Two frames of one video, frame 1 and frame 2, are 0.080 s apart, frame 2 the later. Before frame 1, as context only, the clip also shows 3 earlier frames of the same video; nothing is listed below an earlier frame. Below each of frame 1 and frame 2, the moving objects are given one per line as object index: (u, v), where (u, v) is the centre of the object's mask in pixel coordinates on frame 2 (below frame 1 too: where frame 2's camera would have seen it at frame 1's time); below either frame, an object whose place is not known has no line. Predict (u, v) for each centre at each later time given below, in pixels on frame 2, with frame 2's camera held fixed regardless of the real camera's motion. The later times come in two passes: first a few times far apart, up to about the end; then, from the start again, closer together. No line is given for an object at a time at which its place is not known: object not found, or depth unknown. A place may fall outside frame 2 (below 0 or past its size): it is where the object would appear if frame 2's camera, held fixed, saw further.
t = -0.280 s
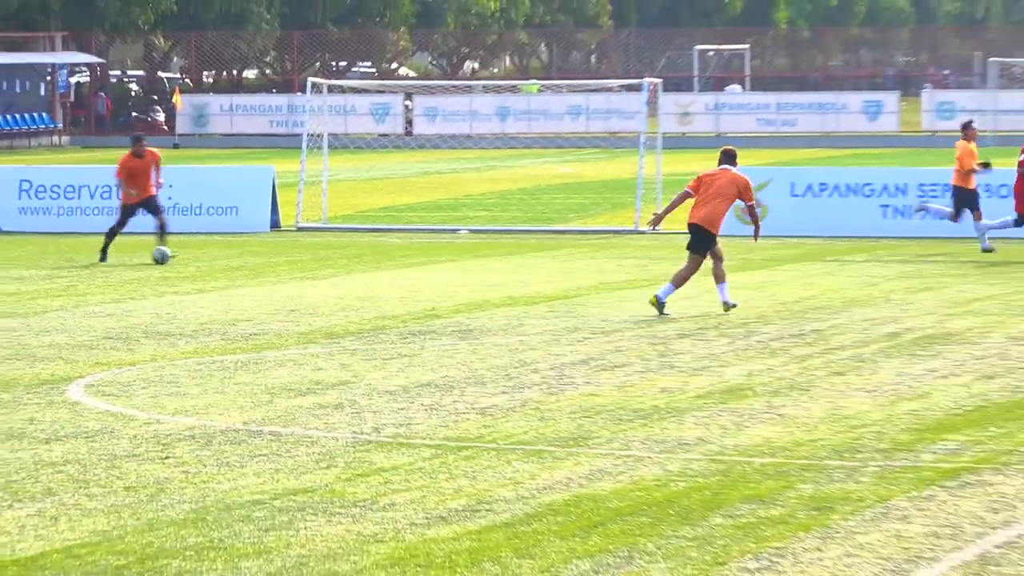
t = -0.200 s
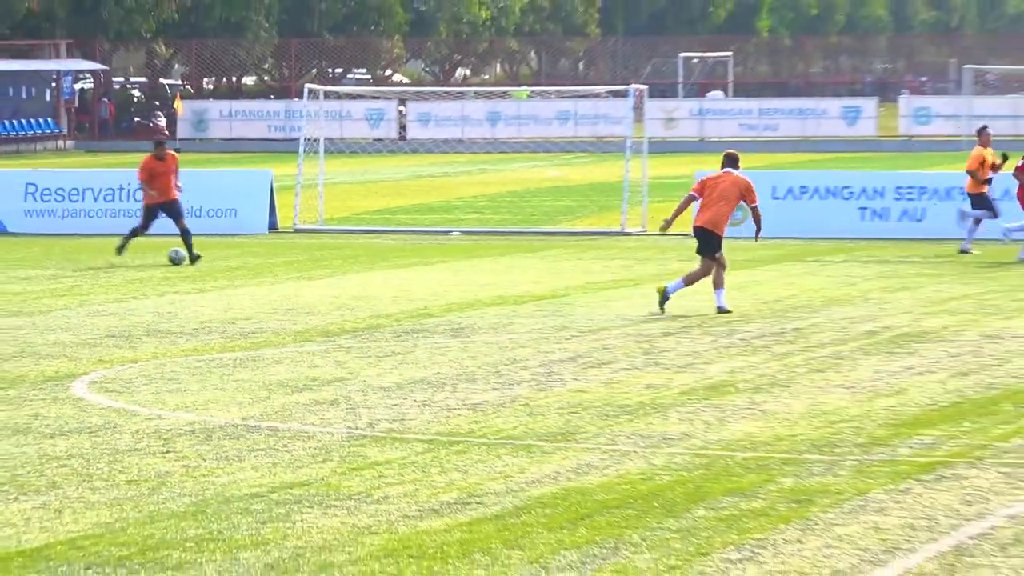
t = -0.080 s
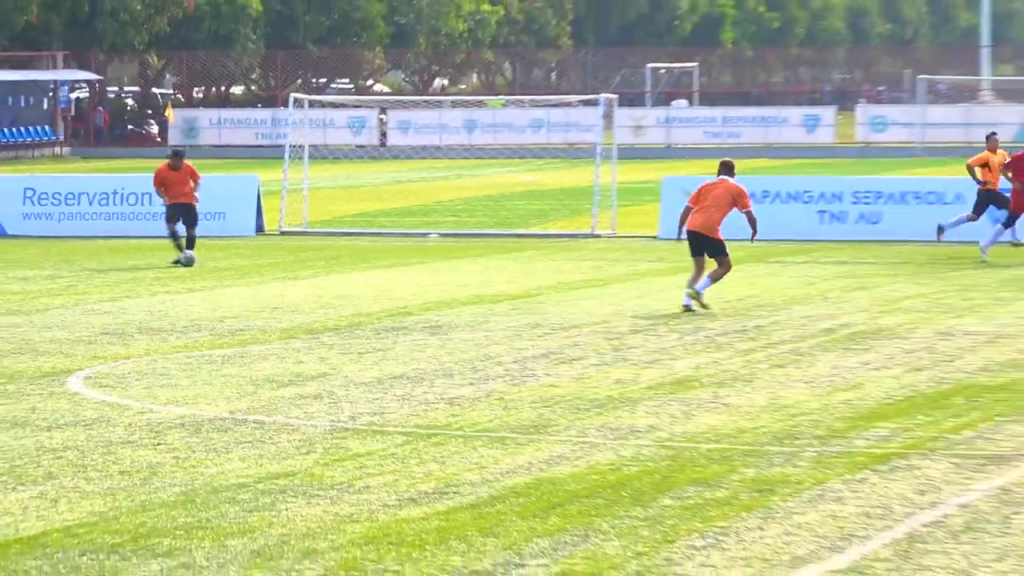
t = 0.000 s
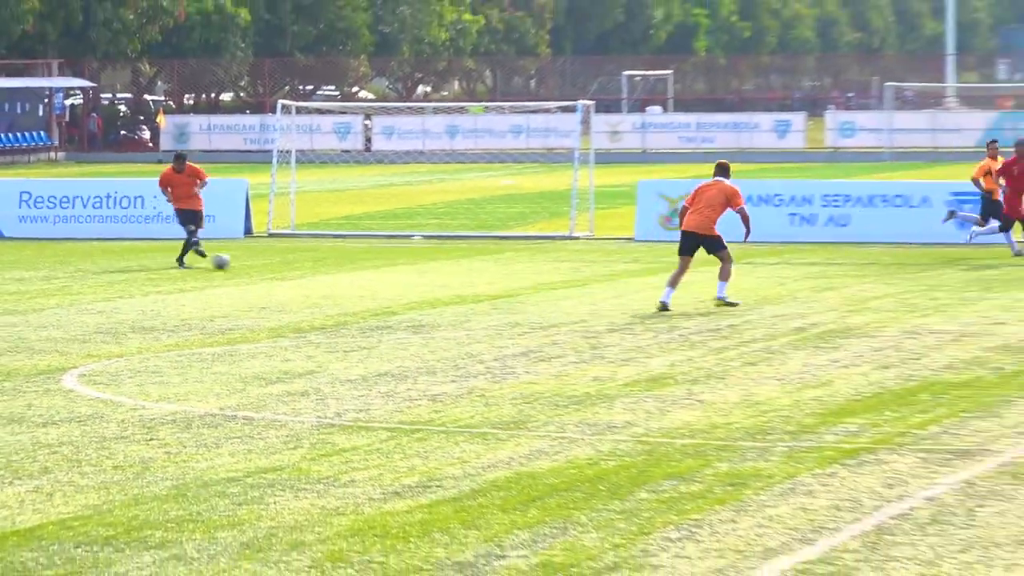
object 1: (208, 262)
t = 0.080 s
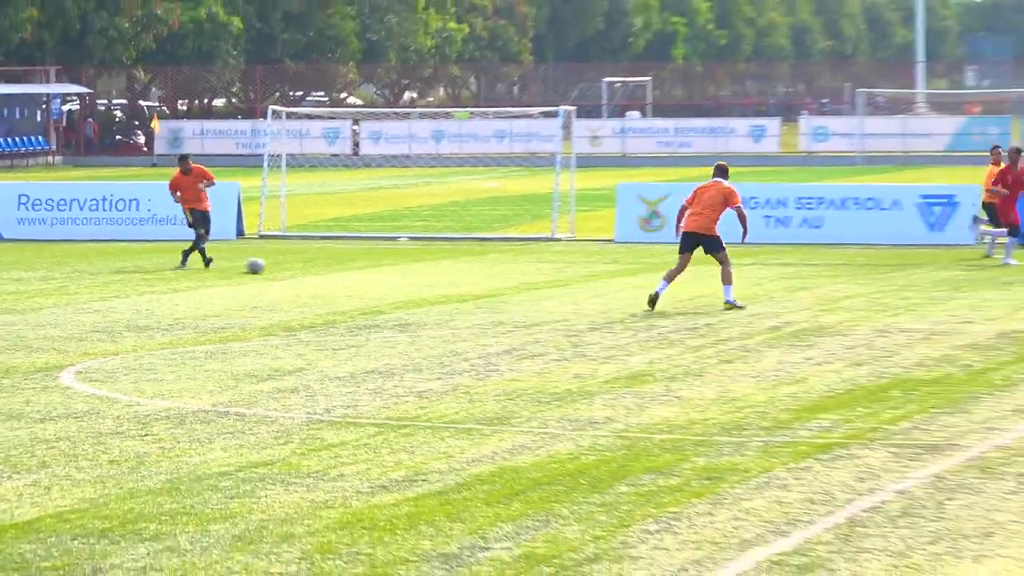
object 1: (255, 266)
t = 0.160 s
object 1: (300, 270)
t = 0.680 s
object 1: (533, 279)
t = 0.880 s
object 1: (602, 284)
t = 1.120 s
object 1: (683, 287)
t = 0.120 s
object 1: (278, 267)
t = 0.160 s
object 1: (300, 270)
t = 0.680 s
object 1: (533, 279)
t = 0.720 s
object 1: (547, 281)
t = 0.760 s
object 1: (561, 285)
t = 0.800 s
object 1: (575, 286)
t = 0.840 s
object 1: (589, 285)
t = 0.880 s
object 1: (602, 284)
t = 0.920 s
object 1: (616, 285)
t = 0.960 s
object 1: (629, 288)
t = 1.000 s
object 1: (642, 287)
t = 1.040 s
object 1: (656, 286)
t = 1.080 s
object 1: (669, 286)
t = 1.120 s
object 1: (683, 287)
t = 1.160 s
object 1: (696, 290)
